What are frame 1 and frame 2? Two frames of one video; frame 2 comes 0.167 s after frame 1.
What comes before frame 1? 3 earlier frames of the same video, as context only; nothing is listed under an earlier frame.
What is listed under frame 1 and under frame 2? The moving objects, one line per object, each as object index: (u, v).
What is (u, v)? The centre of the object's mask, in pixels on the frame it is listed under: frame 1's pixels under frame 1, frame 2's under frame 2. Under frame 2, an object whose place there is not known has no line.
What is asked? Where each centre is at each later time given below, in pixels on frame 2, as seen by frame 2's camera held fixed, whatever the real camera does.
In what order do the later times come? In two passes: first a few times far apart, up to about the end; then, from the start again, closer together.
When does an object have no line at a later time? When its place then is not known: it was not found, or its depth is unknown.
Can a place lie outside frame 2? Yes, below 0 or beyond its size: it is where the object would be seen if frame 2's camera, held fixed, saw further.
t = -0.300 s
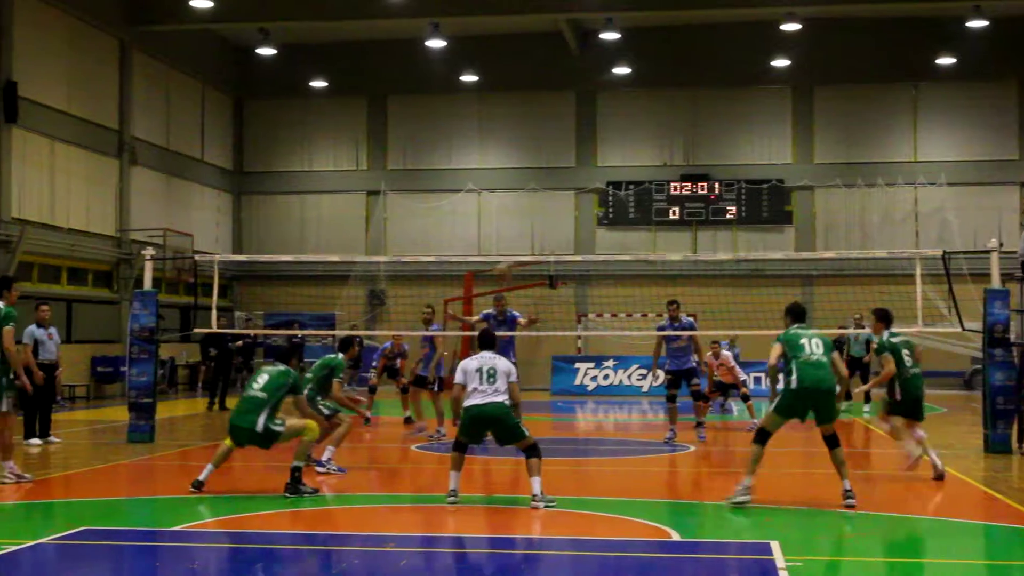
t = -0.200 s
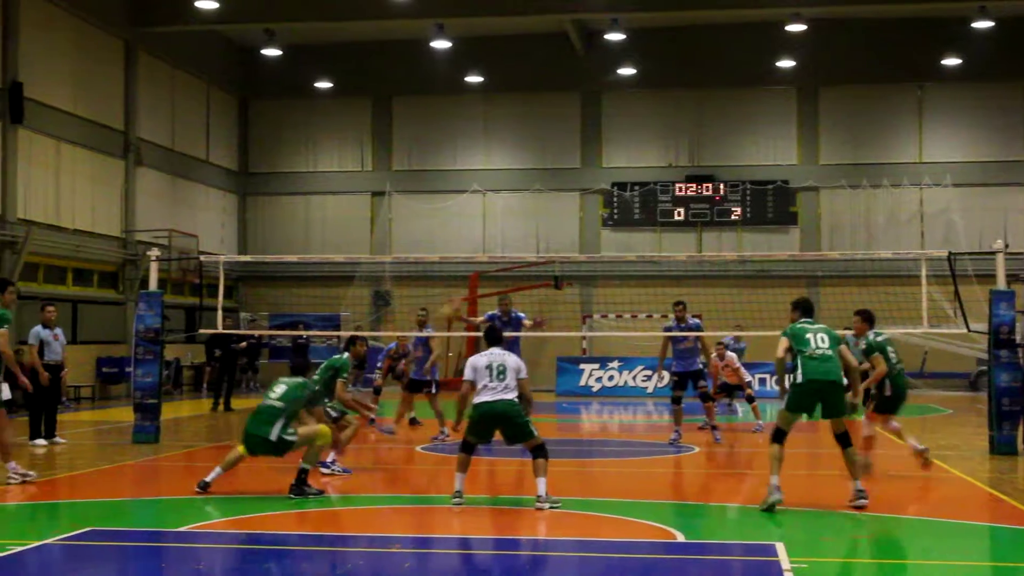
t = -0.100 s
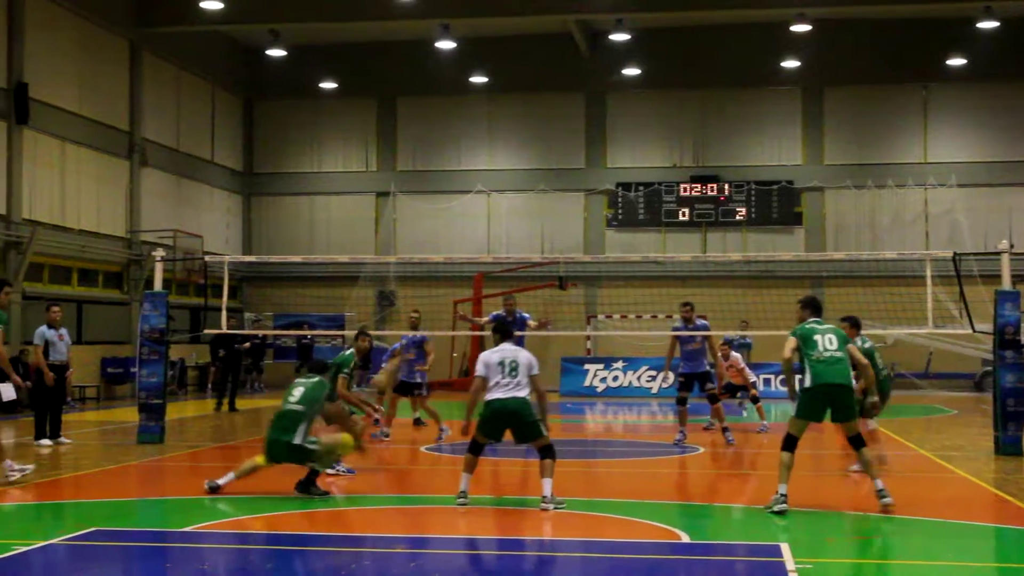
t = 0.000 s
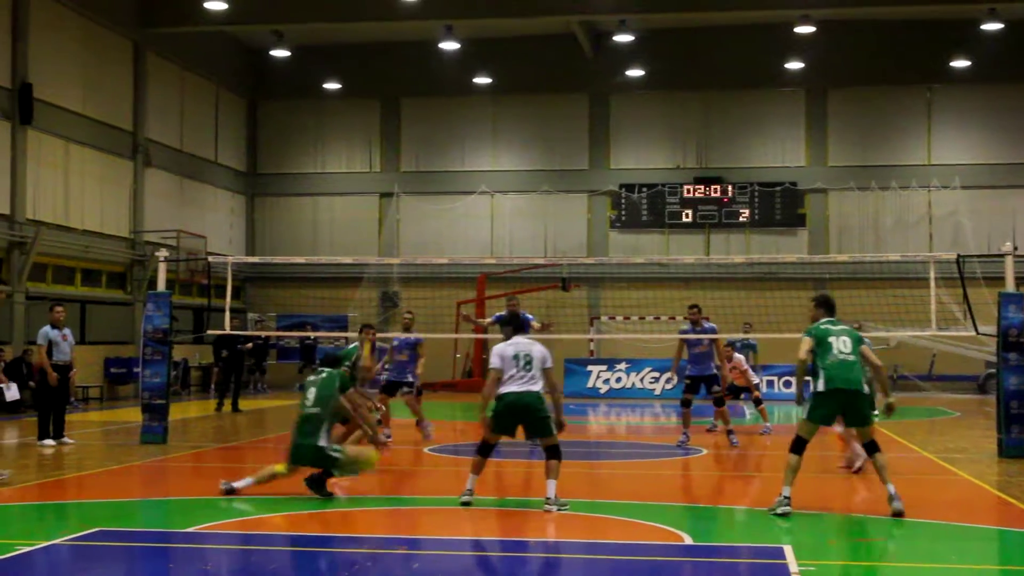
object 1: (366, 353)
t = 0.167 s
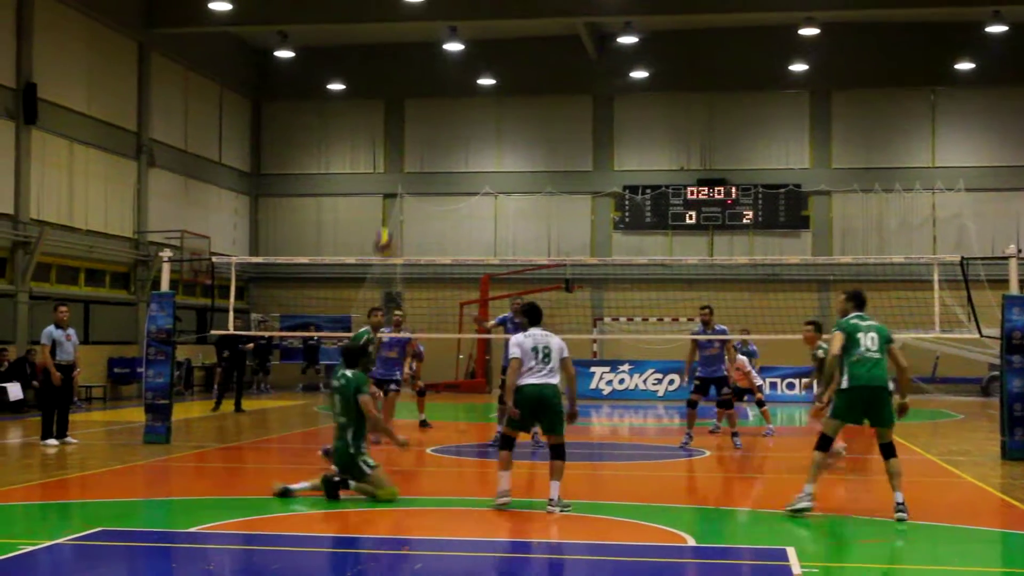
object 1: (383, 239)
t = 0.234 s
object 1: (389, 205)
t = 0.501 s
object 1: (404, 110)
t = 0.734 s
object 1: (412, 89)
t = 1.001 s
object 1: (418, 115)
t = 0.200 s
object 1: (386, 226)
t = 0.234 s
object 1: (389, 205)
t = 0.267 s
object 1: (392, 189)
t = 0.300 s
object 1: (394, 173)
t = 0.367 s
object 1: (398, 145)
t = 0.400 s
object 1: (399, 136)
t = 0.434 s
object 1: (401, 127)
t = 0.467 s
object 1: (402, 117)
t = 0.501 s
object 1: (404, 110)
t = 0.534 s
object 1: (405, 104)
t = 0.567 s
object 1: (406, 98)
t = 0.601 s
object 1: (408, 96)
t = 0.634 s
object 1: (409, 92)
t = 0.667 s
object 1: (409, 89)
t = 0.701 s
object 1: (411, 89)
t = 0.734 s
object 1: (412, 89)
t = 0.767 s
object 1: (413, 88)
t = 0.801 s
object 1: (415, 89)
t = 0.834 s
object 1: (415, 93)
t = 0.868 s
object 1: (415, 96)
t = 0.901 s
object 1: (416, 101)
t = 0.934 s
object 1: (417, 103)
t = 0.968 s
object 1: (418, 110)
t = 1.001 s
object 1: (418, 115)
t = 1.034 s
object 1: (419, 126)
